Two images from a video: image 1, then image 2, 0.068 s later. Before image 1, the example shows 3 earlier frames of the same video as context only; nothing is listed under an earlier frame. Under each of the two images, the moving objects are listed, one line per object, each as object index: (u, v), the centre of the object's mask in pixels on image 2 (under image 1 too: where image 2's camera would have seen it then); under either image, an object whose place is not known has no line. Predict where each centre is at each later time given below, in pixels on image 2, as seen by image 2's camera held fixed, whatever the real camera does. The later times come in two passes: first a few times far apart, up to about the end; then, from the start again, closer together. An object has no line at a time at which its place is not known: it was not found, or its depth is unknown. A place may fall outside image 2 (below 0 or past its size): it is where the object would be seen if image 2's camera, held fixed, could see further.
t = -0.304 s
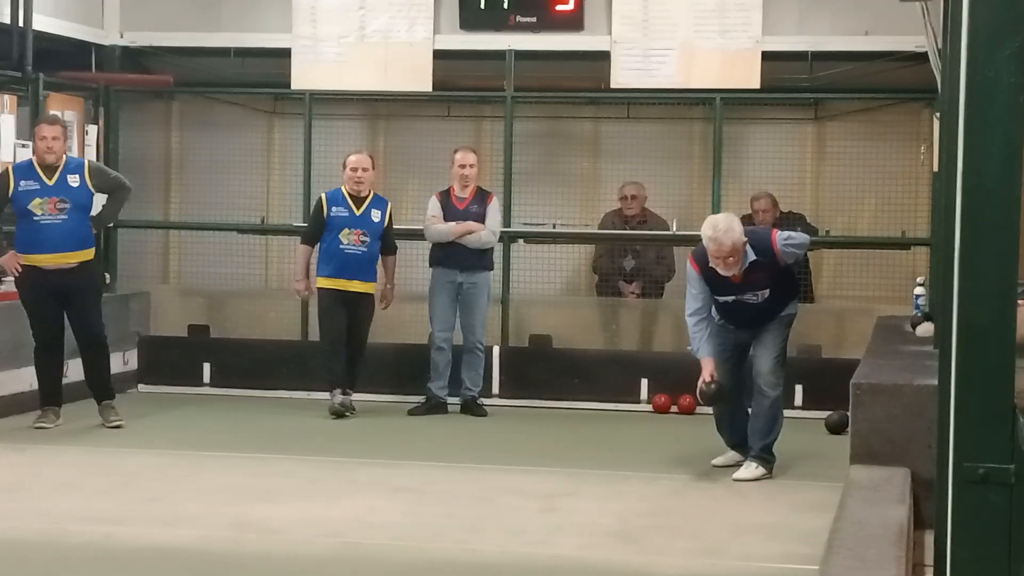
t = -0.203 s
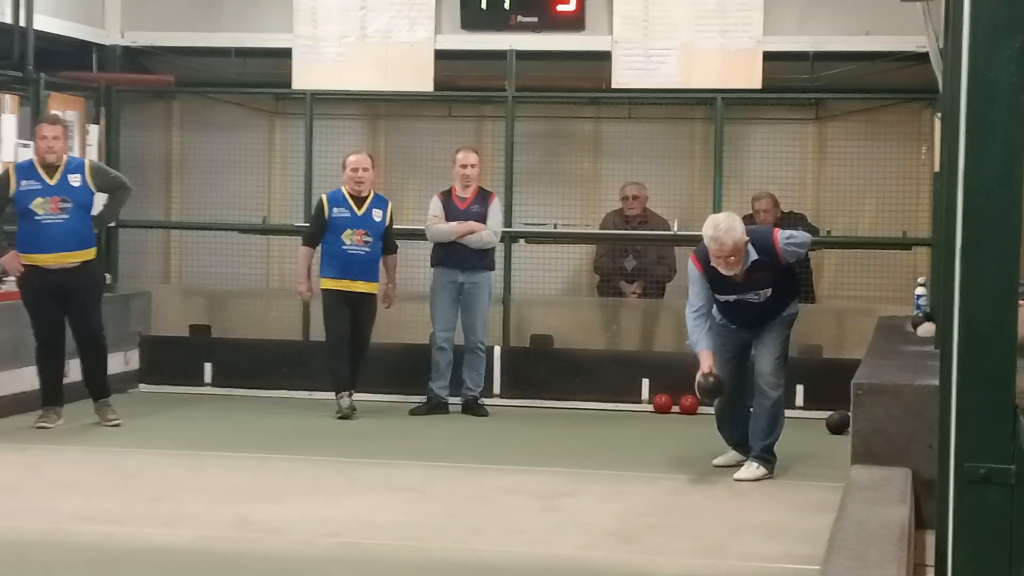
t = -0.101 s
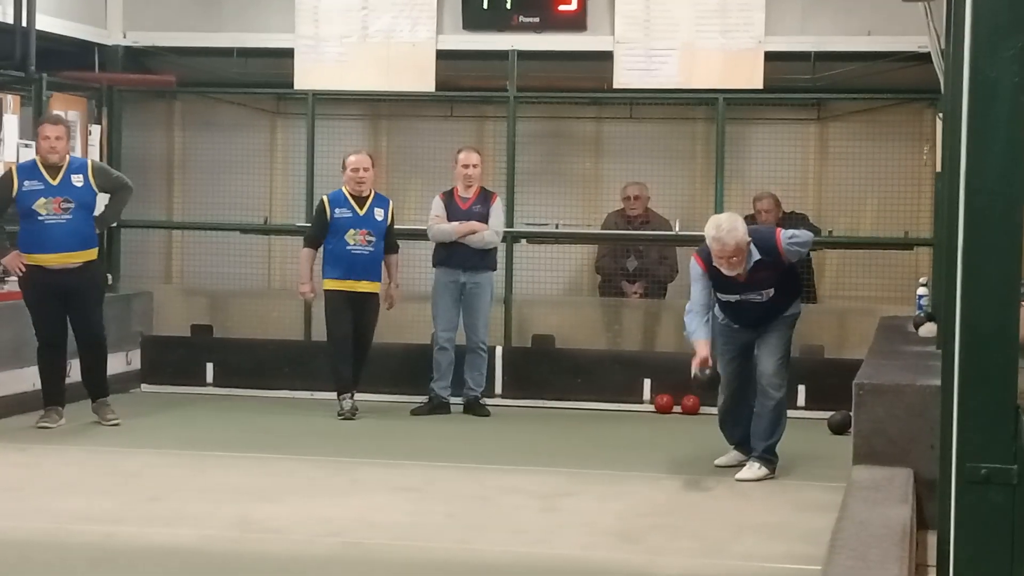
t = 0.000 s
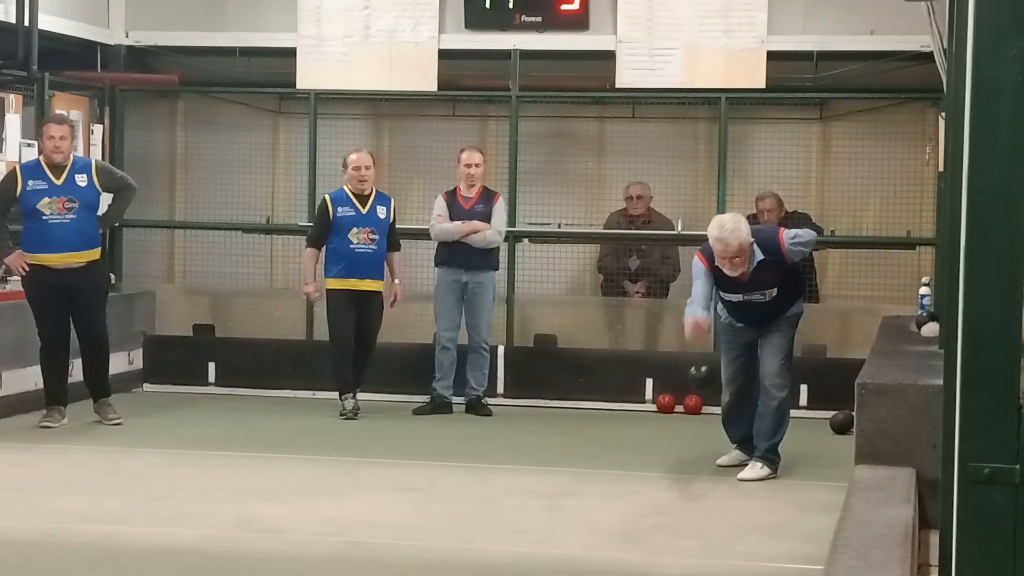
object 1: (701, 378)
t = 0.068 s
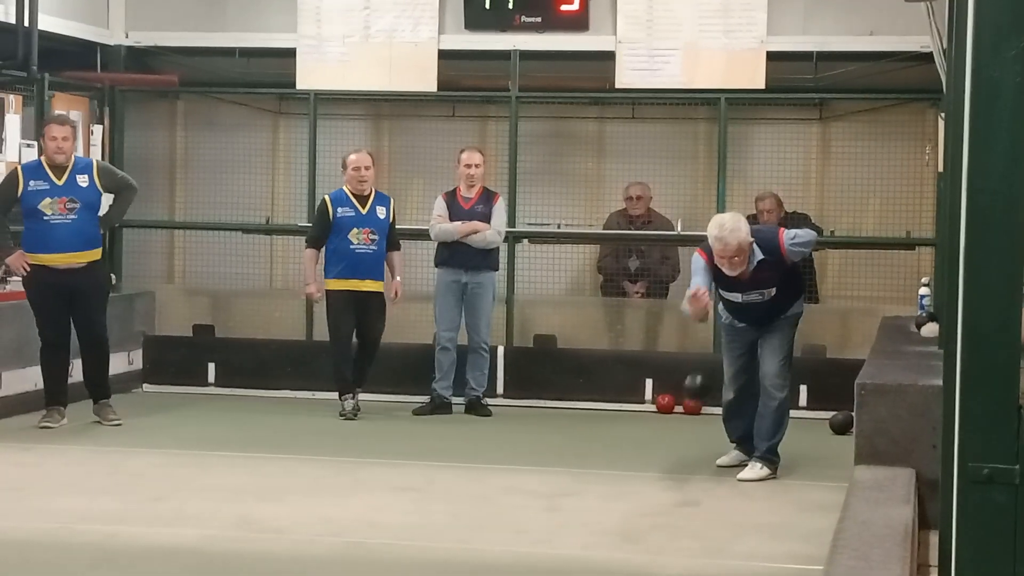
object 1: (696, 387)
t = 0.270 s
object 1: (681, 483)
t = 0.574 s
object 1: (671, 527)
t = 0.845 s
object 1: (660, 551)
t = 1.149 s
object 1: (647, 569)
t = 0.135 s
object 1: (692, 408)
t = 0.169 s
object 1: (690, 423)
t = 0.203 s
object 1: (687, 441)
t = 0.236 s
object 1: (683, 464)
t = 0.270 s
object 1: (681, 483)
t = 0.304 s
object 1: (678, 508)
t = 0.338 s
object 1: (677, 504)
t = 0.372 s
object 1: (676, 502)
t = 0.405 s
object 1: (676, 502)
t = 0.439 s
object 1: (675, 505)
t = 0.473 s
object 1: (674, 511)
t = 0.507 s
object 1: (673, 519)
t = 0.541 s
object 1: (672, 525)
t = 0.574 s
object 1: (671, 527)
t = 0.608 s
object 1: (669, 531)
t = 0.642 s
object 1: (668, 534)
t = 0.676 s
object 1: (666, 537)
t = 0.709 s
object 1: (665, 540)
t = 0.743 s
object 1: (664, 542)
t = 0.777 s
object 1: (662, 545)
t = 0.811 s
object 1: (661, 548)
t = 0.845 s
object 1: (660, 551)
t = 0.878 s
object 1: (658, 554)
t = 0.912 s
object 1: (657, 557)
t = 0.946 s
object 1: (655, 559)
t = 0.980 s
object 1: (654, 561)
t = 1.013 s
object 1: (653, 563)
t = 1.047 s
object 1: (651, 565)
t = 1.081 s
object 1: (650, 566)
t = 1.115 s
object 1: (648, 568)
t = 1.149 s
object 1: (647, 569)
